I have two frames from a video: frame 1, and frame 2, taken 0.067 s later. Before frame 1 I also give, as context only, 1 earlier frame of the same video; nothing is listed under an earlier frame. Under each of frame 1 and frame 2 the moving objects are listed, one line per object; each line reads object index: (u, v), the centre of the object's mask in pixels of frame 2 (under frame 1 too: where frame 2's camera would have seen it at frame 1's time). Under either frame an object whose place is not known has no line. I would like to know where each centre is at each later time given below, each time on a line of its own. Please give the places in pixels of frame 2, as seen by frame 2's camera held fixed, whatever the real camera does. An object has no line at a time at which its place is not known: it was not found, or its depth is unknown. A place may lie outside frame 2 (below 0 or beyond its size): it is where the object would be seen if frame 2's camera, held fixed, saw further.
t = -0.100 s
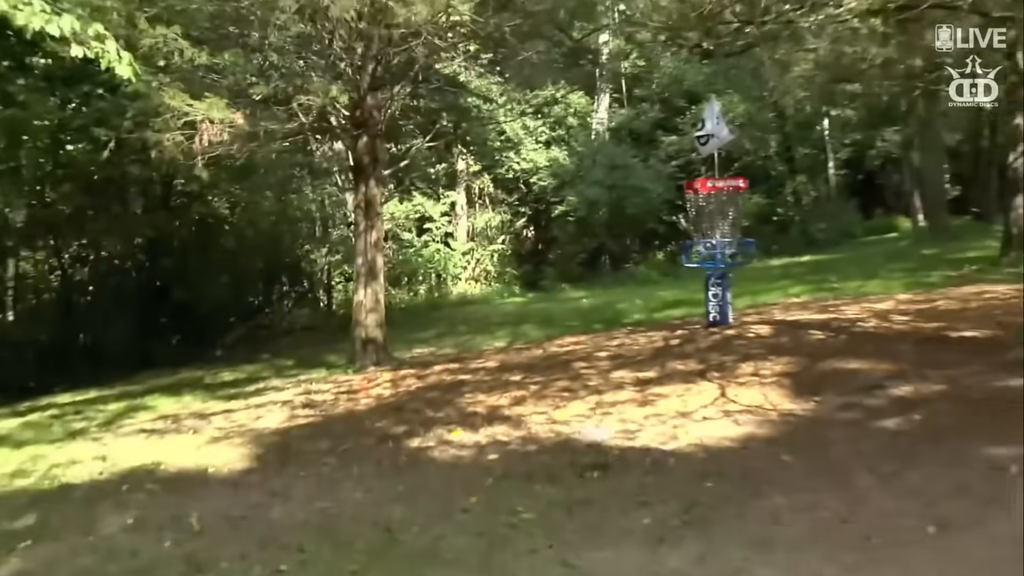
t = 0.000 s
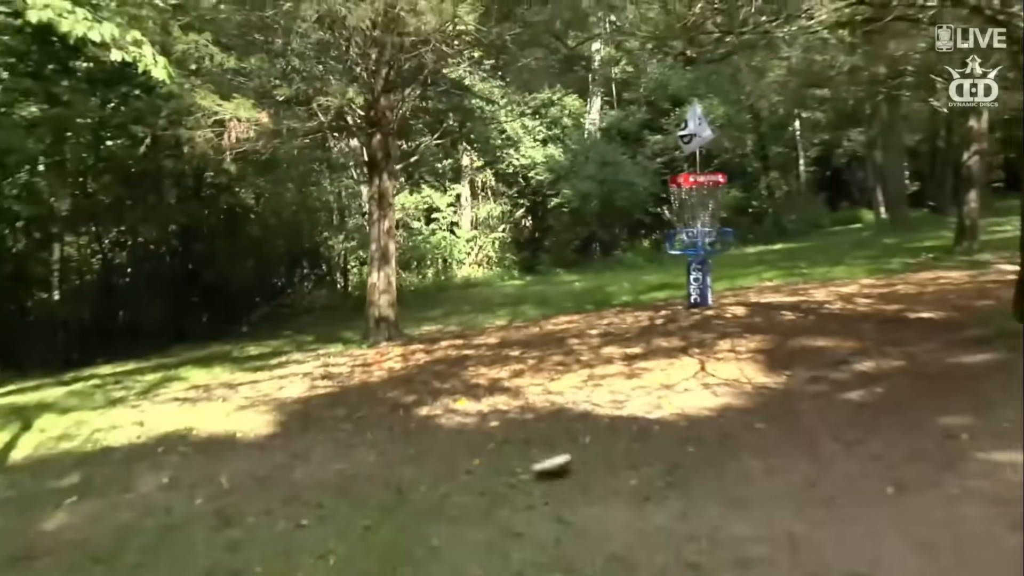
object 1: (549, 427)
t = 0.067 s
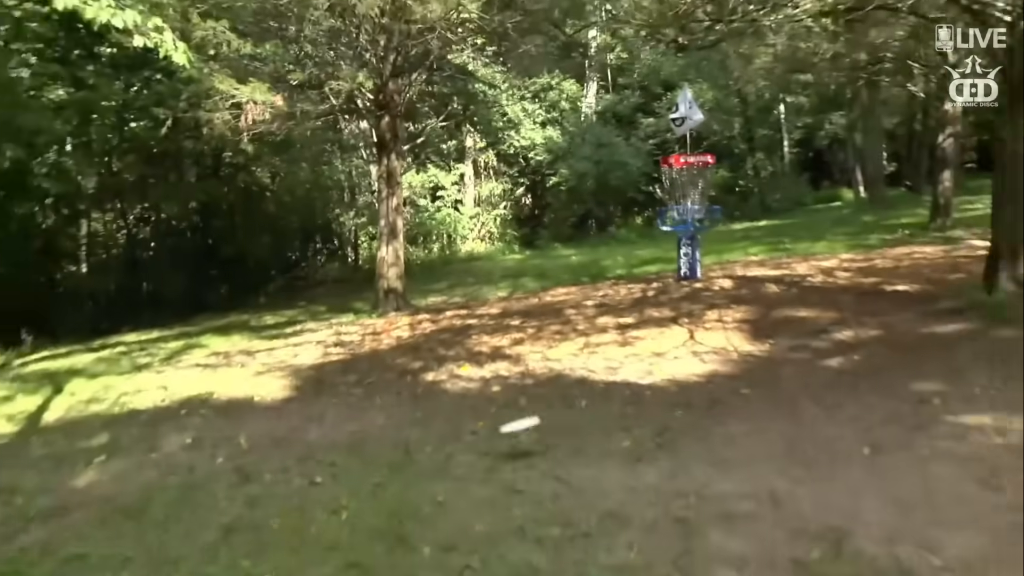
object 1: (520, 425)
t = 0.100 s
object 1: (503, 429)
